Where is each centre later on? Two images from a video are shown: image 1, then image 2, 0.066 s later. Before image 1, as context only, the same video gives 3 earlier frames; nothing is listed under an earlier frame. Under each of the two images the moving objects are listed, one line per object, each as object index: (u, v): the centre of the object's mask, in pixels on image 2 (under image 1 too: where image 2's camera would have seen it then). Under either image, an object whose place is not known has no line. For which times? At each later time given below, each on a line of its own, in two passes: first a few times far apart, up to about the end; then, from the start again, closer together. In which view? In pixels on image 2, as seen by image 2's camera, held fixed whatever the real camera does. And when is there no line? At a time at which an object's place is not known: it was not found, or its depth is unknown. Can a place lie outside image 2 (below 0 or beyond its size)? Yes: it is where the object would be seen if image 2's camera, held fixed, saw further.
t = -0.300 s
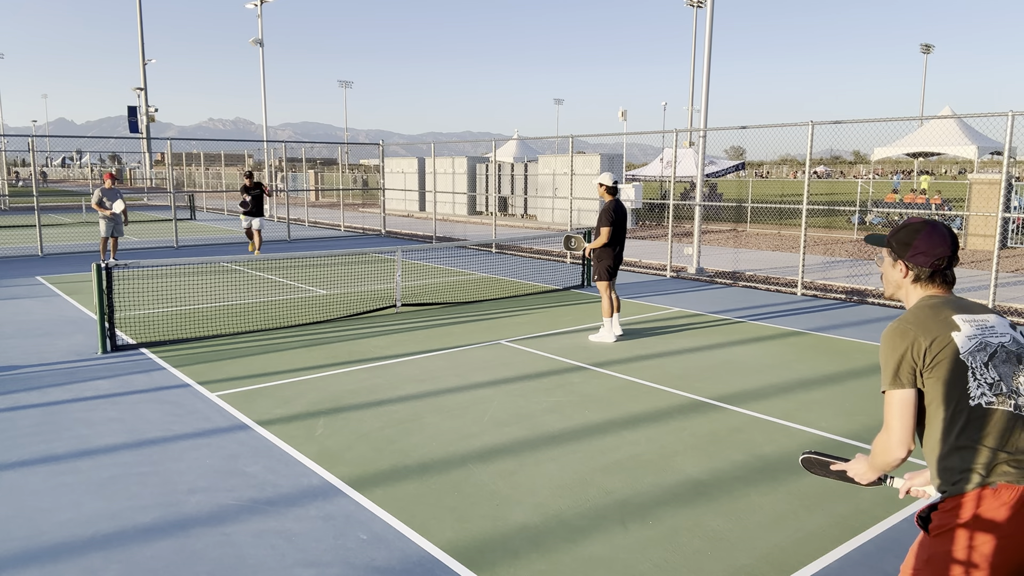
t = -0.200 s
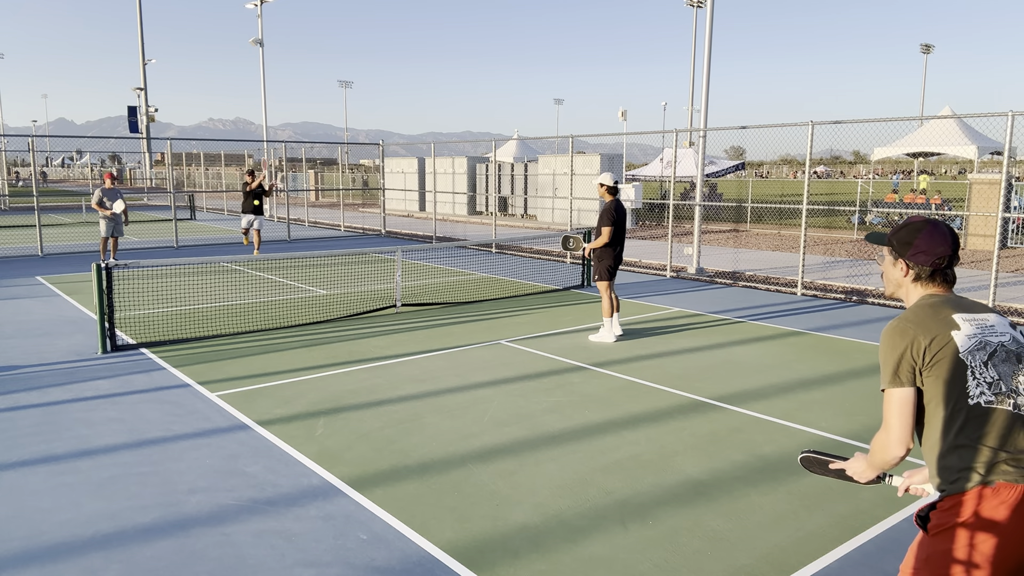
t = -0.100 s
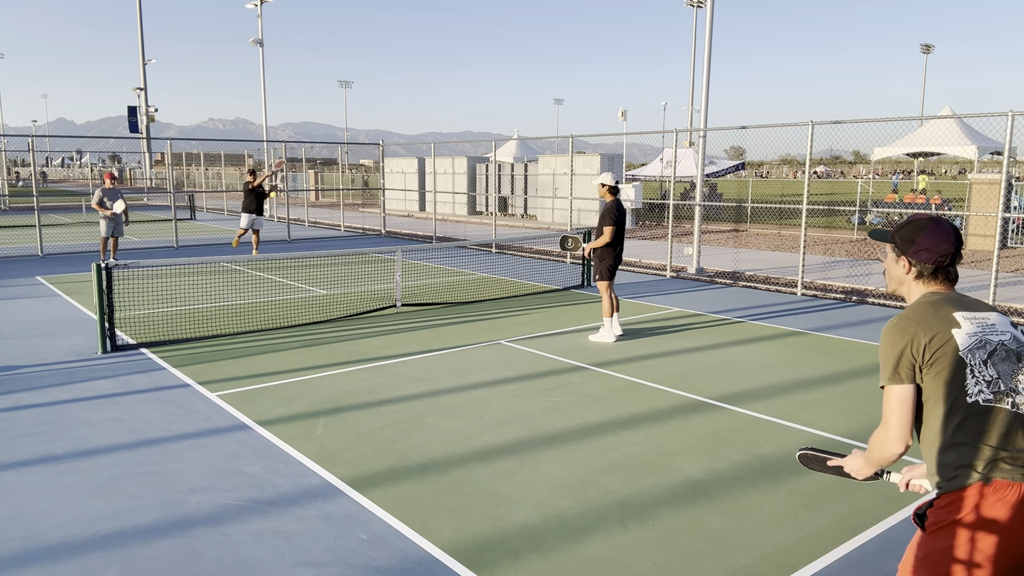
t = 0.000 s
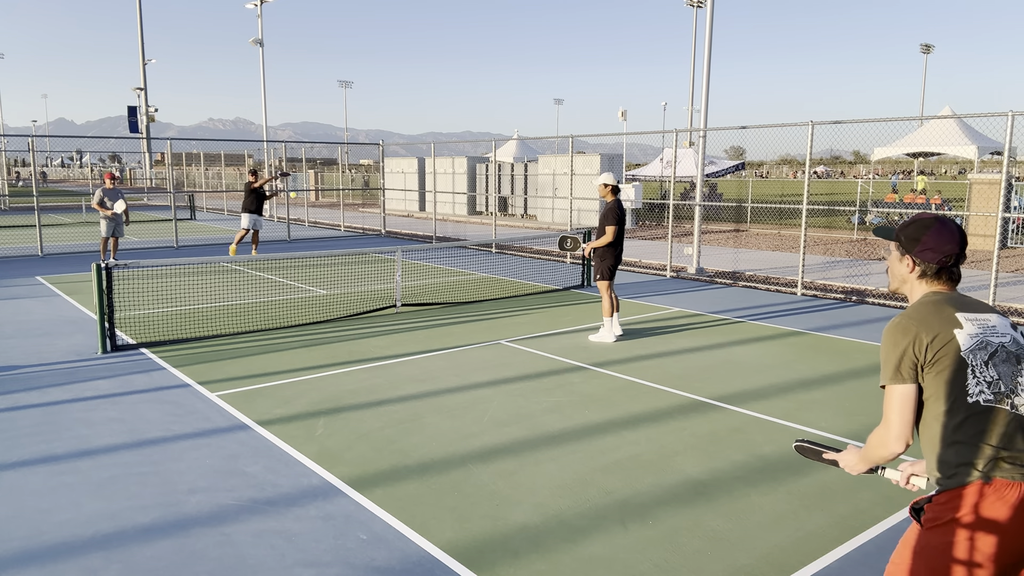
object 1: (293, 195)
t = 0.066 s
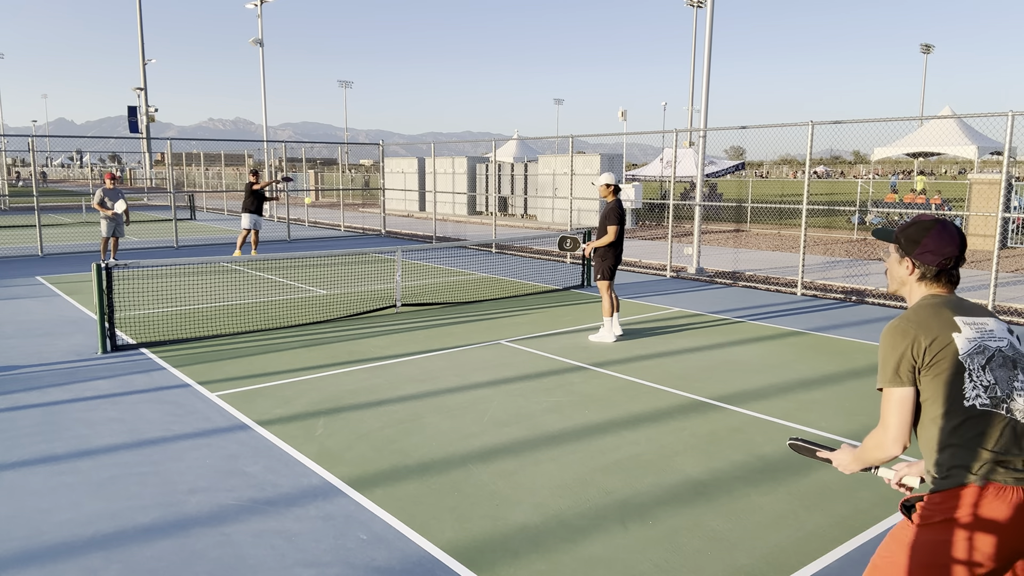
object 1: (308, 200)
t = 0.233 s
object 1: (353, 239)
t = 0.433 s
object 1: (424, 350)
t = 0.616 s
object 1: (495, 385)
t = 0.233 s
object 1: (353, 239)
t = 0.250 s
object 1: (358, 245)
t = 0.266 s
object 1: (363, 252)
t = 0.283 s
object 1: (369, 259)
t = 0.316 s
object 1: (380, 275)
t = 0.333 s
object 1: (386, 284)
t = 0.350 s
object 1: (392, 294)
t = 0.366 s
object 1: (398, 303)
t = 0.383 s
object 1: (404, 314)
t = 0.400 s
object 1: (411, 326)
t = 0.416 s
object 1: (418, 337)
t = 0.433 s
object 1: (424, 350)
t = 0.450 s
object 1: (431, 364)
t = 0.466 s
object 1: (439, 378)
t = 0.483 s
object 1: (446, 393)
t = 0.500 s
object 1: (454, 409)
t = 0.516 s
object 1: (459, 404)
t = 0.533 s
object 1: (465, 400)
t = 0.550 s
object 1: (471, 396)
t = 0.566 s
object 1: (477, 393)
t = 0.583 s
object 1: (483, 390)
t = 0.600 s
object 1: (489, 388)
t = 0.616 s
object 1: (495, 385)
